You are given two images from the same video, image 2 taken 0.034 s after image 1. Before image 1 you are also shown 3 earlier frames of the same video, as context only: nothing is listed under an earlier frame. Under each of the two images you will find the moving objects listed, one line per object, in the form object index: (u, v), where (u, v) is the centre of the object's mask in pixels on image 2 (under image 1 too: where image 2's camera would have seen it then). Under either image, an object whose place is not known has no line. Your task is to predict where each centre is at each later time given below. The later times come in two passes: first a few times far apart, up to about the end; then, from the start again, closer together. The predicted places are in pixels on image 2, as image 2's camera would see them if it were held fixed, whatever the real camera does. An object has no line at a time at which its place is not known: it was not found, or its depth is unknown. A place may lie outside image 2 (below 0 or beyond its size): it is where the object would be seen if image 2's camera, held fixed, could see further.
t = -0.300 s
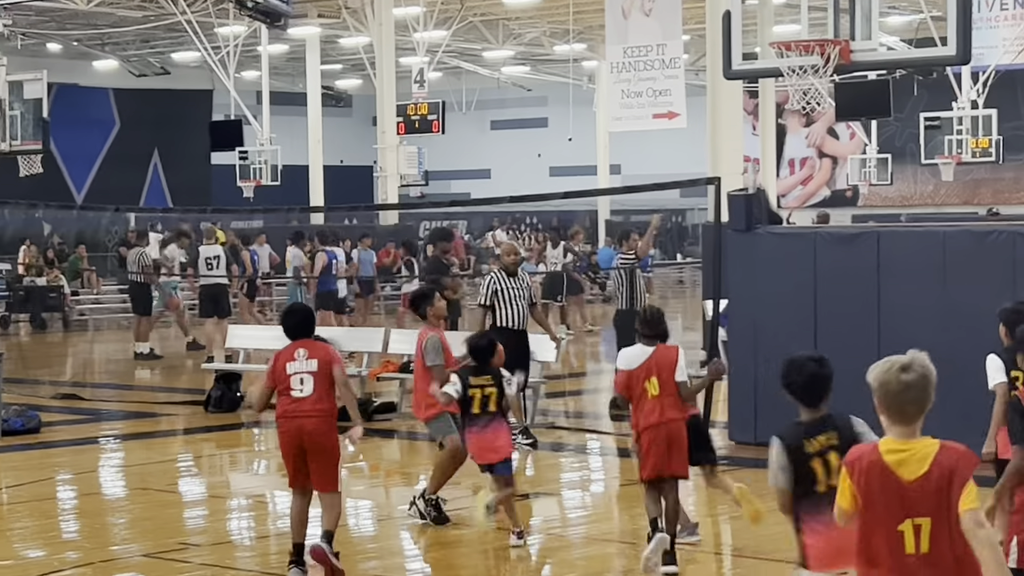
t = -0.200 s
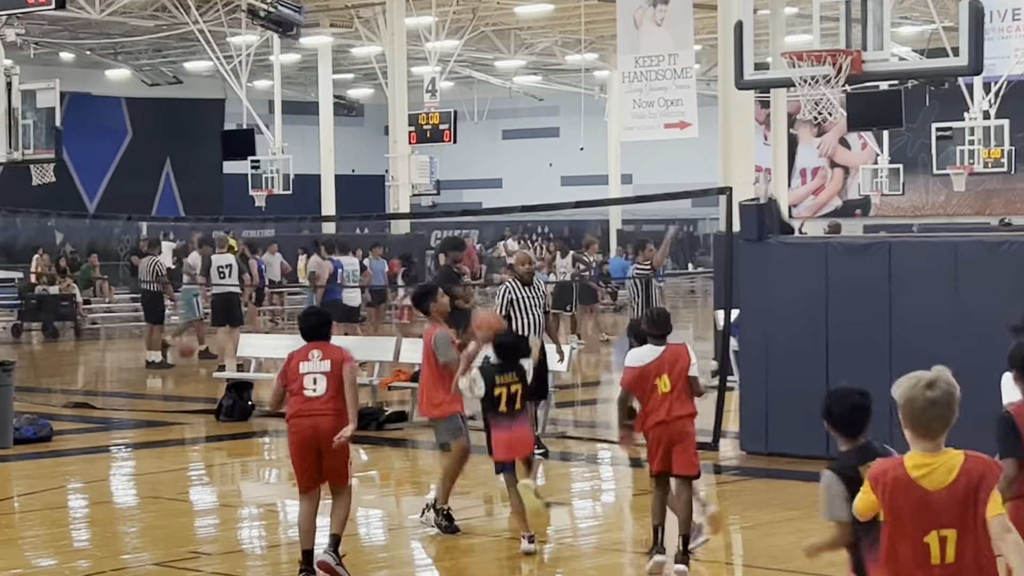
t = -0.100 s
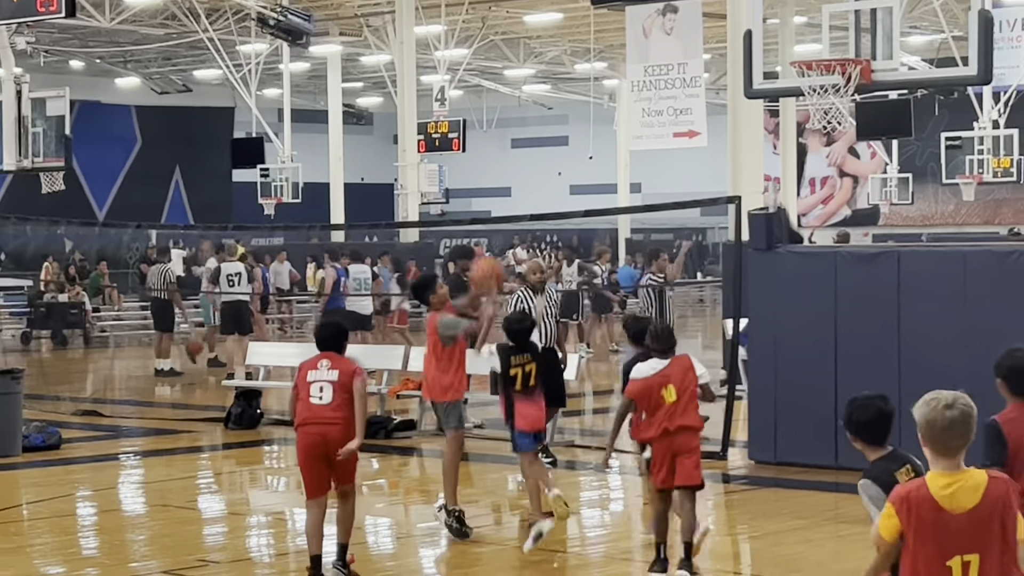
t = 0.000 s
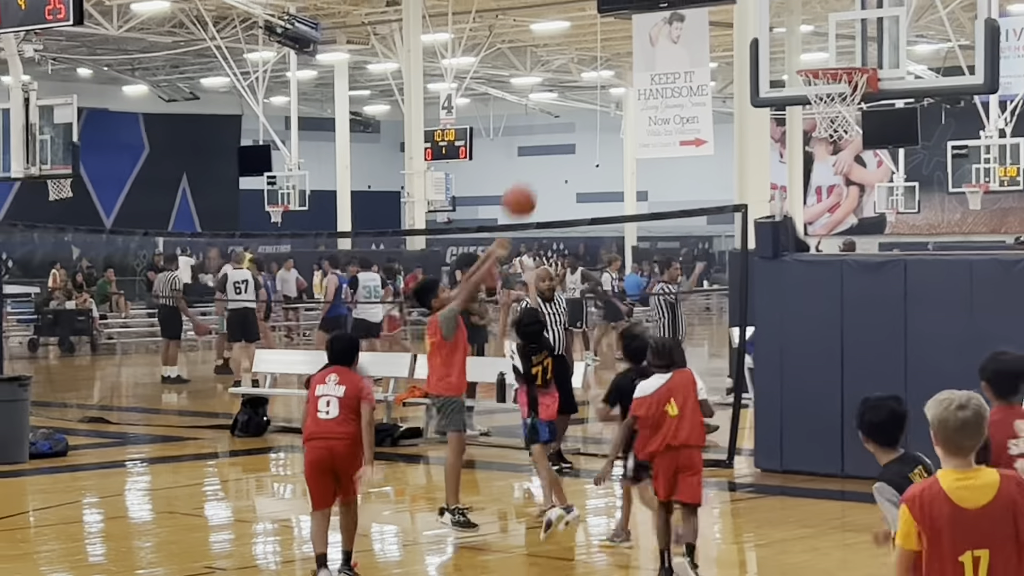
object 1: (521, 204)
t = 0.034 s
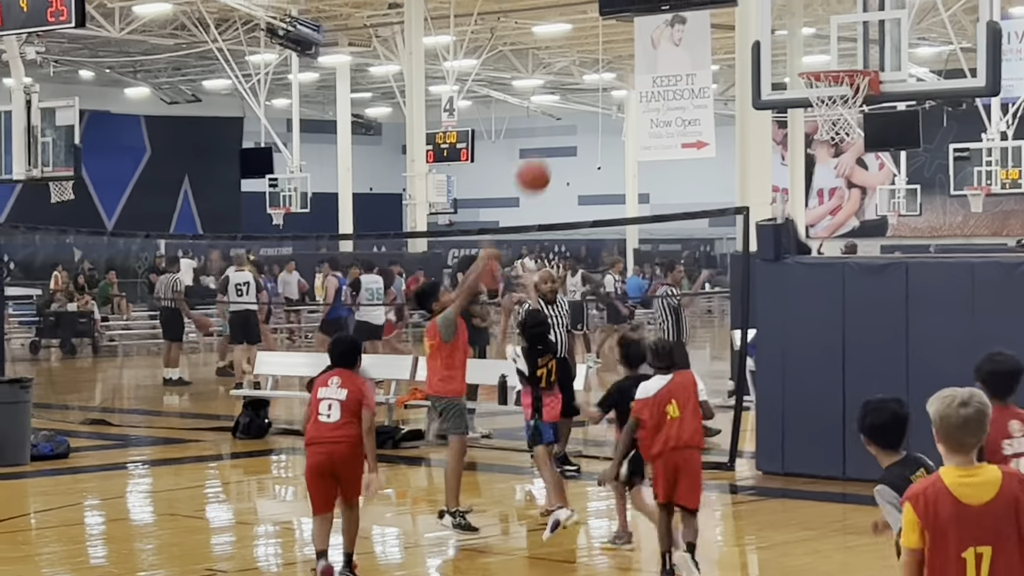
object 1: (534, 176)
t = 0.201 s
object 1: (596, 68)
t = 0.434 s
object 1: (681, -14)
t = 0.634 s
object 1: (752, -23)
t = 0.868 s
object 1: (836, 46)
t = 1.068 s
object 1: (820, 38)
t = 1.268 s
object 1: (799, 25)
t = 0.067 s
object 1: (545, 151)
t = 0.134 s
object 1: (571, 106)
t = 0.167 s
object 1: (583, 86)
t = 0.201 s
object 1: (596, 68)
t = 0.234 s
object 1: (608, 51)
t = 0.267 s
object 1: (619, 34)
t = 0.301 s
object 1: (631, 19)
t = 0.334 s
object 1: (643, 7)
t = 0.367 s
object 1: (656, -2)
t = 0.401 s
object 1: (668, -9)
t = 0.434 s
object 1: (681, -14)
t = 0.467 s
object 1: (693, -18)
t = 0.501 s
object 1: (705, -20)
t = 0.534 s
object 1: (716, -21)
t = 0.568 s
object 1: (727, -26)
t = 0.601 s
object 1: (739, -26)
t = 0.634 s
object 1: (752, -23)
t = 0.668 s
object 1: (765, -18)
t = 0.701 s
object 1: (777, -12)
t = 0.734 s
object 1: (789, -3)
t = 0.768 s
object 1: (801, 5)
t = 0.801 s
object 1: (812, 19)
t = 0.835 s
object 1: (824, 32)
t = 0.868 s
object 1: (836, 46)
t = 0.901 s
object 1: (847, 59)
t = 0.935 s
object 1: (842, 57)
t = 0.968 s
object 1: (835, 55)
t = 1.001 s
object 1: (827, 55)
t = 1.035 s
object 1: (823, 47)
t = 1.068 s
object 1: (820, 38)
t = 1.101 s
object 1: (816, 33)
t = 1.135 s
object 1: (812, 28)
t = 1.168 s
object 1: (809, 25)
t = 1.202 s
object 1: (806, 23)
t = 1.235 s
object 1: (803, 23)
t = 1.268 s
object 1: (799, 25)
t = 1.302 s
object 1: (795, 29)
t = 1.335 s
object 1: (792, 35)
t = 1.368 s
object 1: (788, 41)
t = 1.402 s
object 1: (784, 50)
